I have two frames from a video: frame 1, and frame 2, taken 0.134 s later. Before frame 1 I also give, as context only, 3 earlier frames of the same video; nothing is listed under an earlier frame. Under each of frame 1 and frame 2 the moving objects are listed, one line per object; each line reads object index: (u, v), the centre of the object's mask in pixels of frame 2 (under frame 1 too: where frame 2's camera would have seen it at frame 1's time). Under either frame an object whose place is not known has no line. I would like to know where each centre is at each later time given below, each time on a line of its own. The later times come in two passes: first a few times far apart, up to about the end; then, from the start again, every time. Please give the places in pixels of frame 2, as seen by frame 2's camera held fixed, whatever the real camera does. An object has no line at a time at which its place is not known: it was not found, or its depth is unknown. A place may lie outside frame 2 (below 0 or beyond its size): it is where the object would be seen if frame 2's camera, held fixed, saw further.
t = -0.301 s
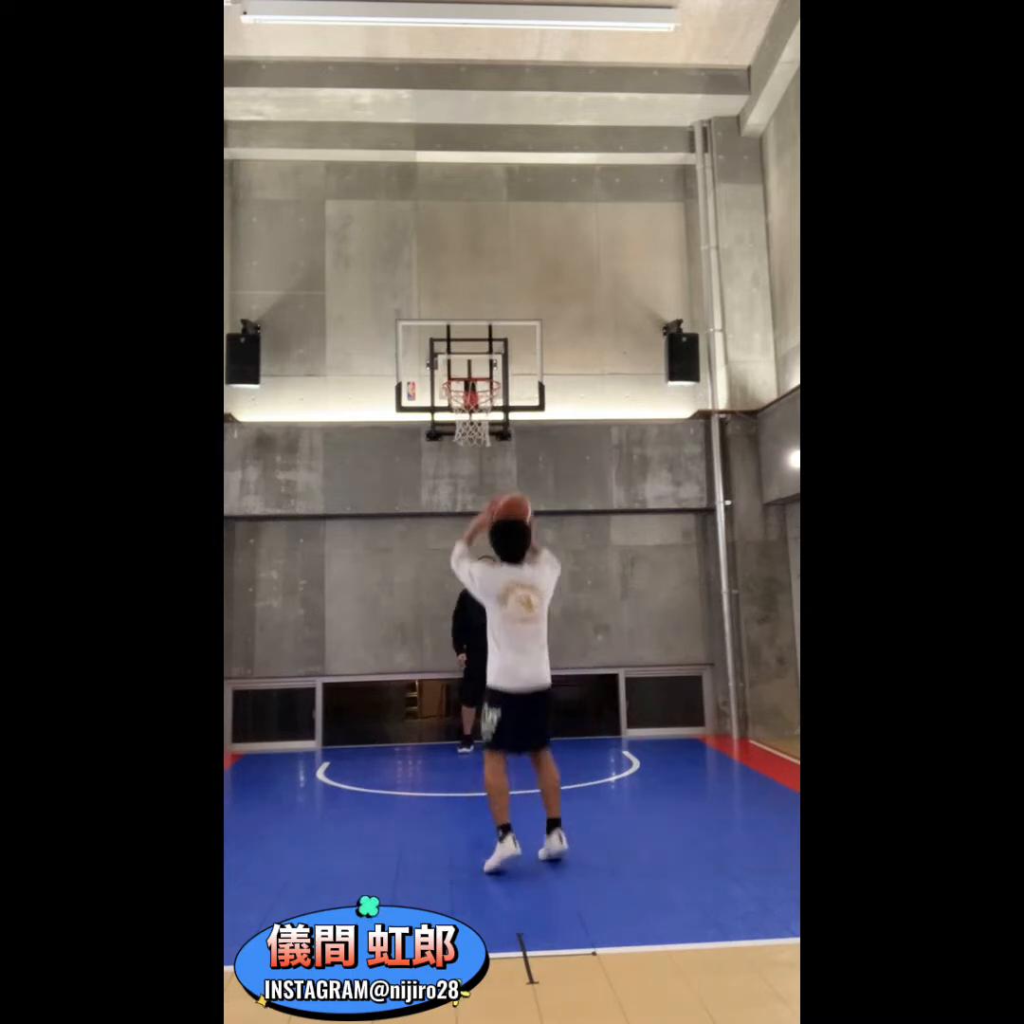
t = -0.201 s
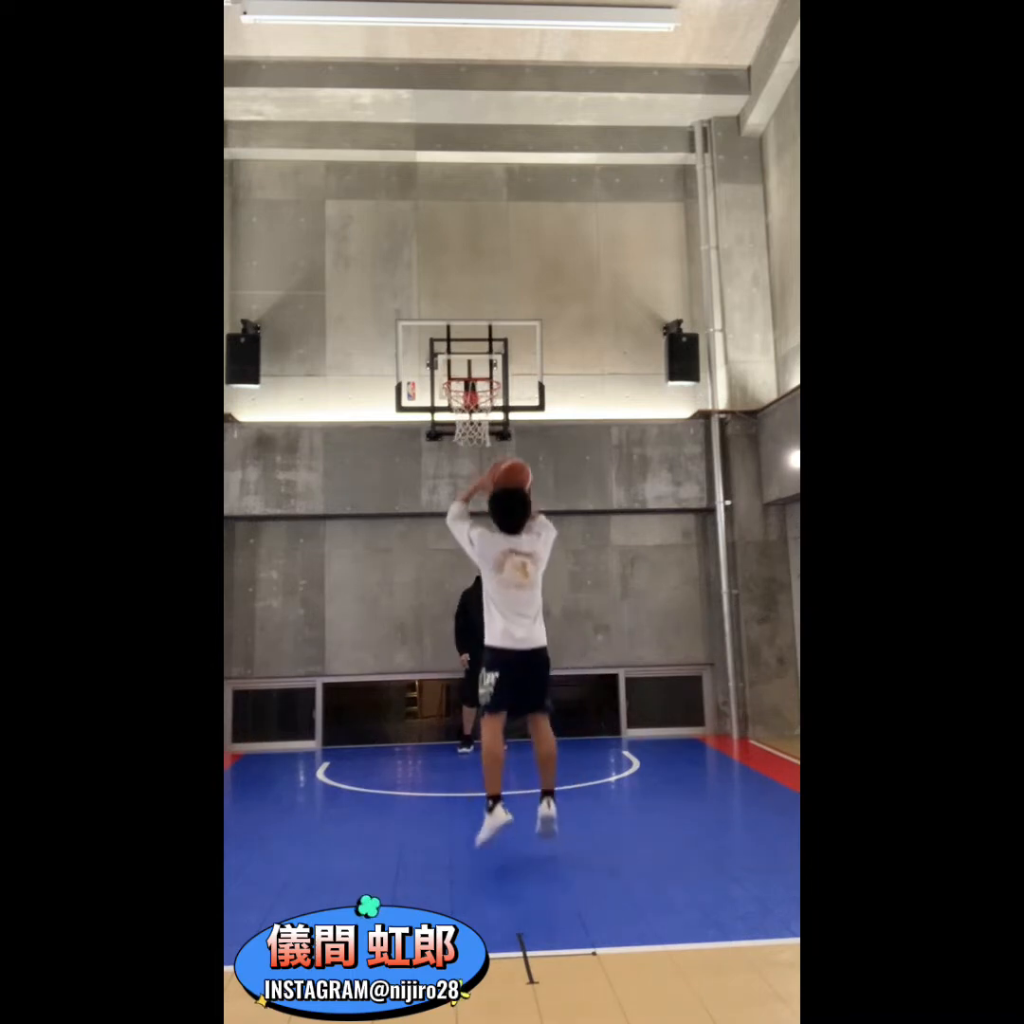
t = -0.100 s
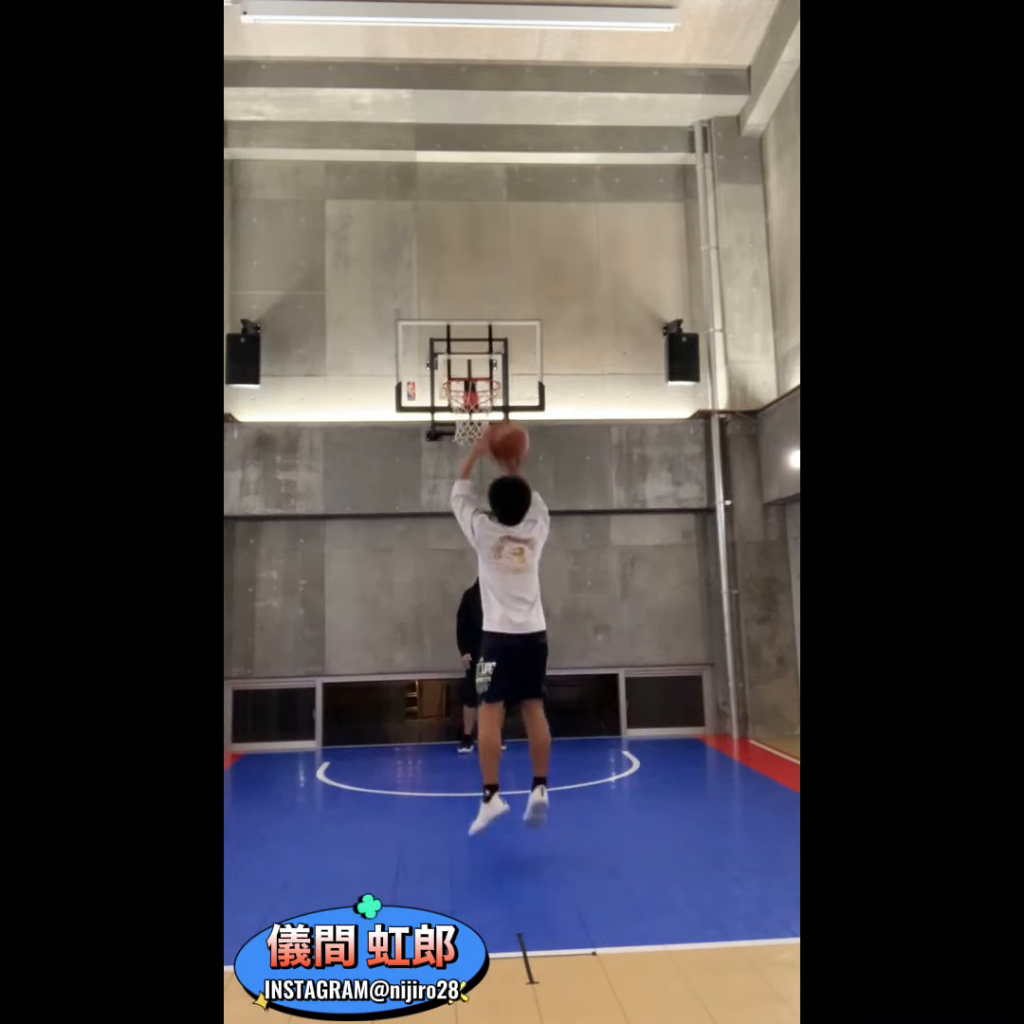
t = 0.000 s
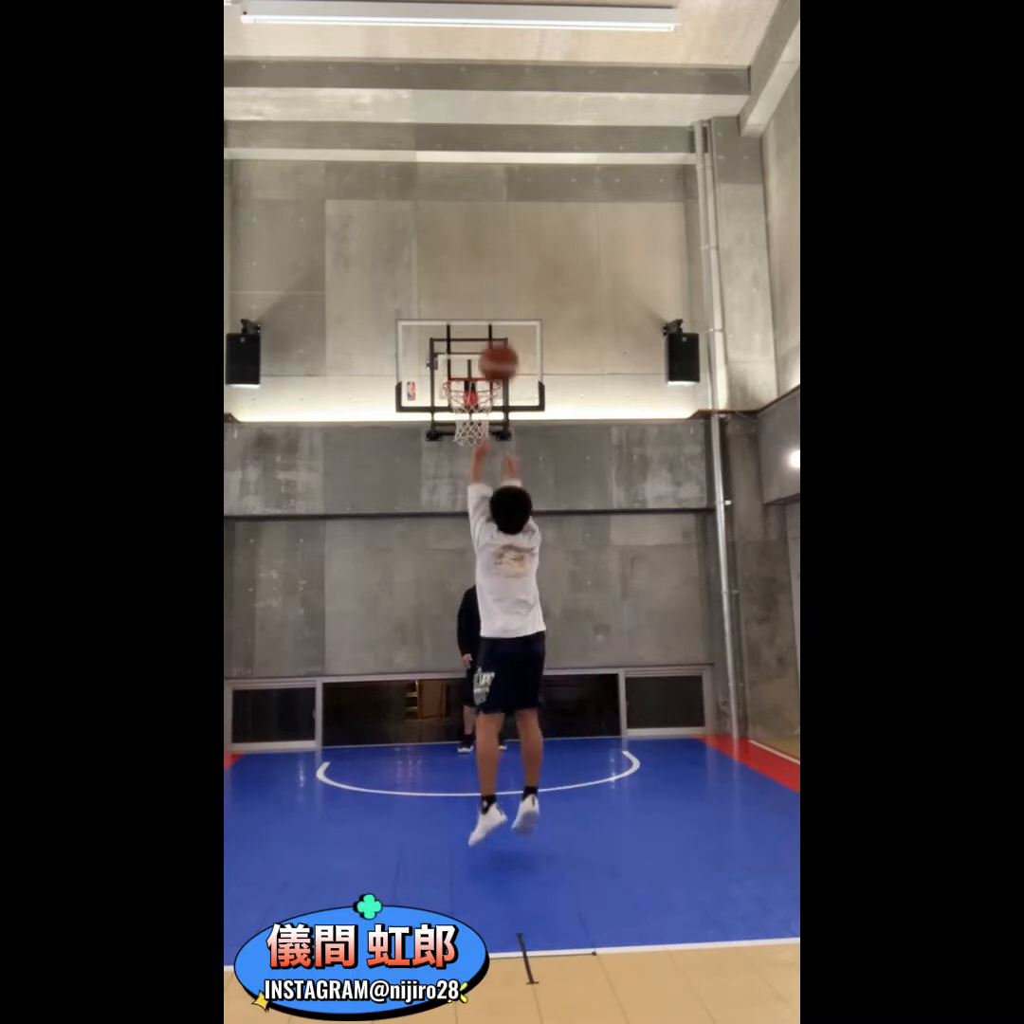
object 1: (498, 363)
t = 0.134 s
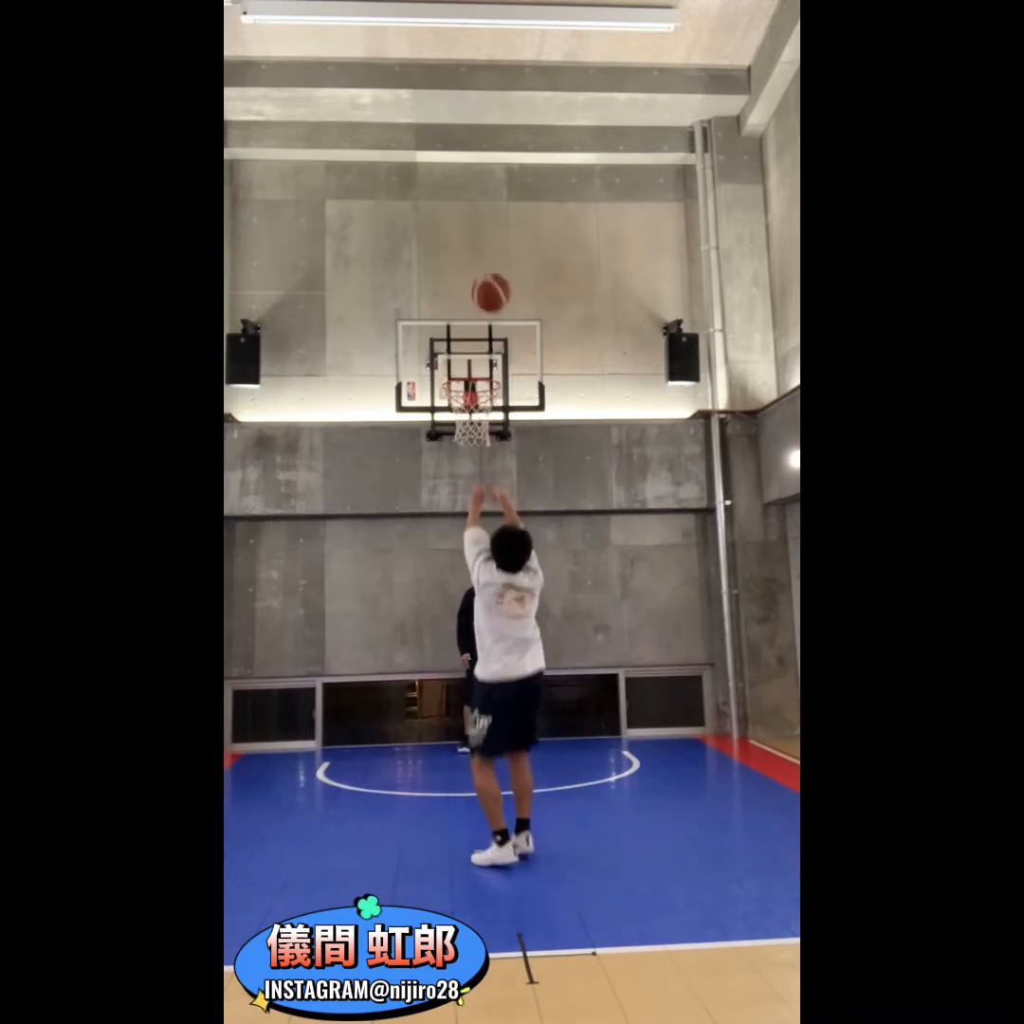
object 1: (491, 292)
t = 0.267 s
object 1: (485, 256)
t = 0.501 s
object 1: (476, 260)
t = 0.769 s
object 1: (471, 342)
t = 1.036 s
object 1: (471, 433)
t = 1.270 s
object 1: (477, 507)
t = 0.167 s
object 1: (489, 280)
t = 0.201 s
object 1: (488, 270)
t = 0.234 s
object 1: (486, 262)
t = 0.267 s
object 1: (485, 256)
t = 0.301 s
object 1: (483, 252)
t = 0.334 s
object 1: (482, 250)
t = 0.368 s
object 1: (481, 248)
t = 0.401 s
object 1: (480, 249)
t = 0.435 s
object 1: (479, 252)
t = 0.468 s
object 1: (477, 254)
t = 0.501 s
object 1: (476, 260)
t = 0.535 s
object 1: (475, 266)
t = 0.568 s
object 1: (474, 274)
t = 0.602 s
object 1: (474, 283)
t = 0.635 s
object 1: (474, 293)
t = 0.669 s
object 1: (473, 303)
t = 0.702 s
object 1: (472, 316)
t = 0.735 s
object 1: (472, 328)
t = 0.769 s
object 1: (471, 342)
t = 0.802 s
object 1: (470, 358)
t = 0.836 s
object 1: (470, 371)
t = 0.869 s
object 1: (470, 390)
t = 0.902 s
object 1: (471, 400)
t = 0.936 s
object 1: (471, 412)
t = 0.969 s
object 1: (470, 419)
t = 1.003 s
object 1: (472, 429)
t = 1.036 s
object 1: (471, 433)
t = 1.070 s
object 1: (472, 440)
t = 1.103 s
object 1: (472, 449)
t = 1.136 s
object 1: (473, 460)
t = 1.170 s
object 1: (474, 470)
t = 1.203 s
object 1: (476, 482)
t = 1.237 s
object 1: (476, 493)
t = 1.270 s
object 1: (477, 507)
